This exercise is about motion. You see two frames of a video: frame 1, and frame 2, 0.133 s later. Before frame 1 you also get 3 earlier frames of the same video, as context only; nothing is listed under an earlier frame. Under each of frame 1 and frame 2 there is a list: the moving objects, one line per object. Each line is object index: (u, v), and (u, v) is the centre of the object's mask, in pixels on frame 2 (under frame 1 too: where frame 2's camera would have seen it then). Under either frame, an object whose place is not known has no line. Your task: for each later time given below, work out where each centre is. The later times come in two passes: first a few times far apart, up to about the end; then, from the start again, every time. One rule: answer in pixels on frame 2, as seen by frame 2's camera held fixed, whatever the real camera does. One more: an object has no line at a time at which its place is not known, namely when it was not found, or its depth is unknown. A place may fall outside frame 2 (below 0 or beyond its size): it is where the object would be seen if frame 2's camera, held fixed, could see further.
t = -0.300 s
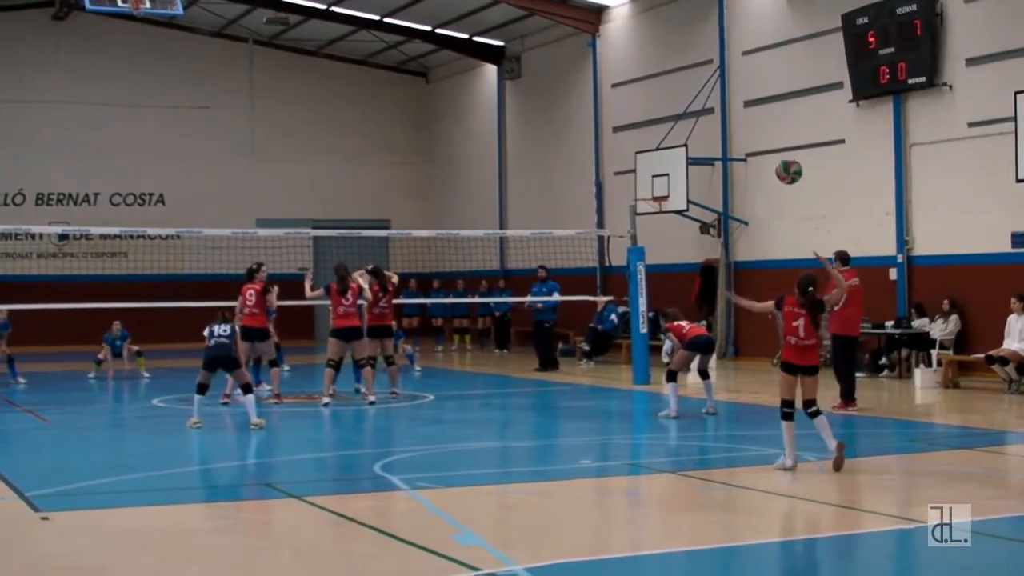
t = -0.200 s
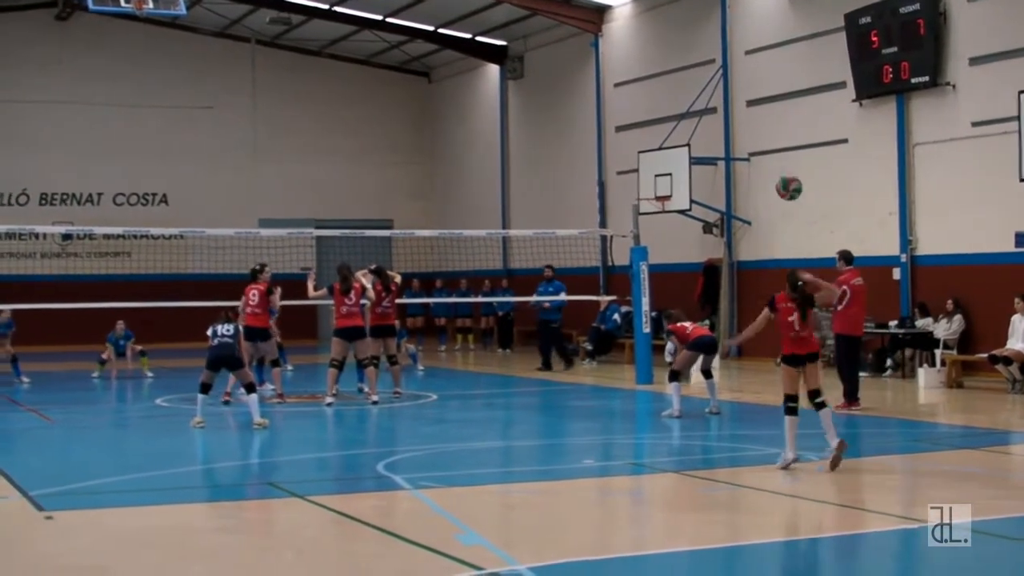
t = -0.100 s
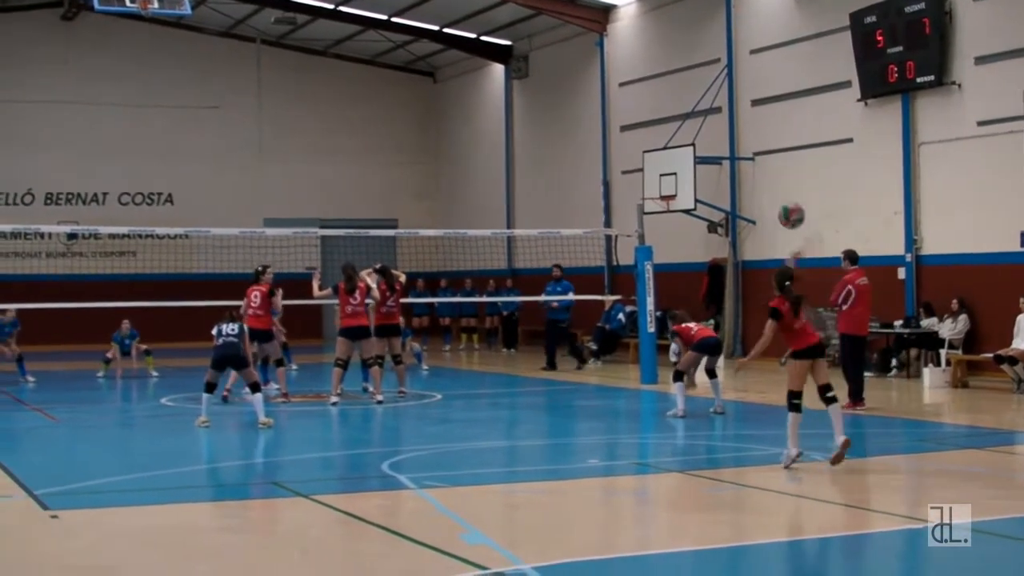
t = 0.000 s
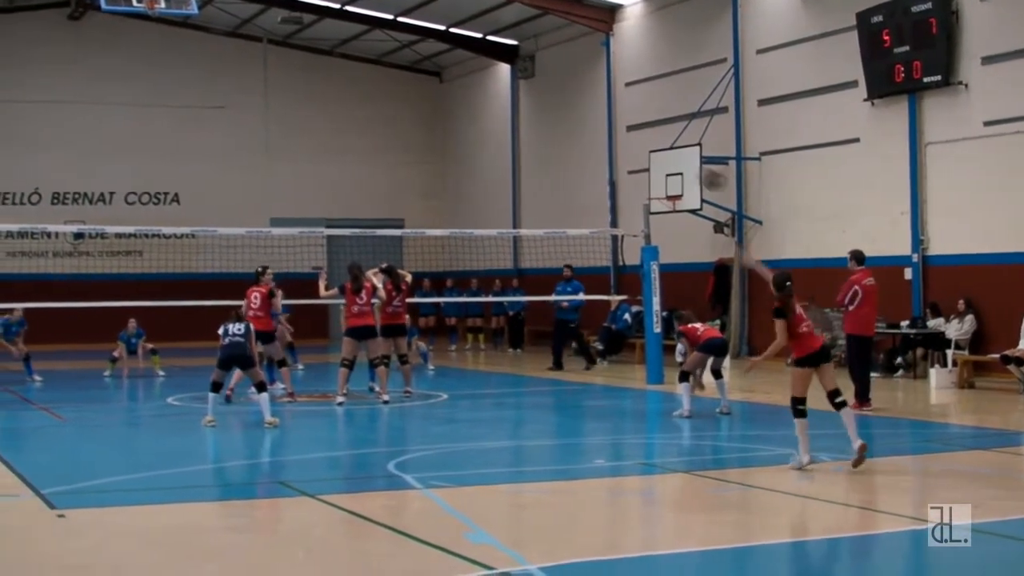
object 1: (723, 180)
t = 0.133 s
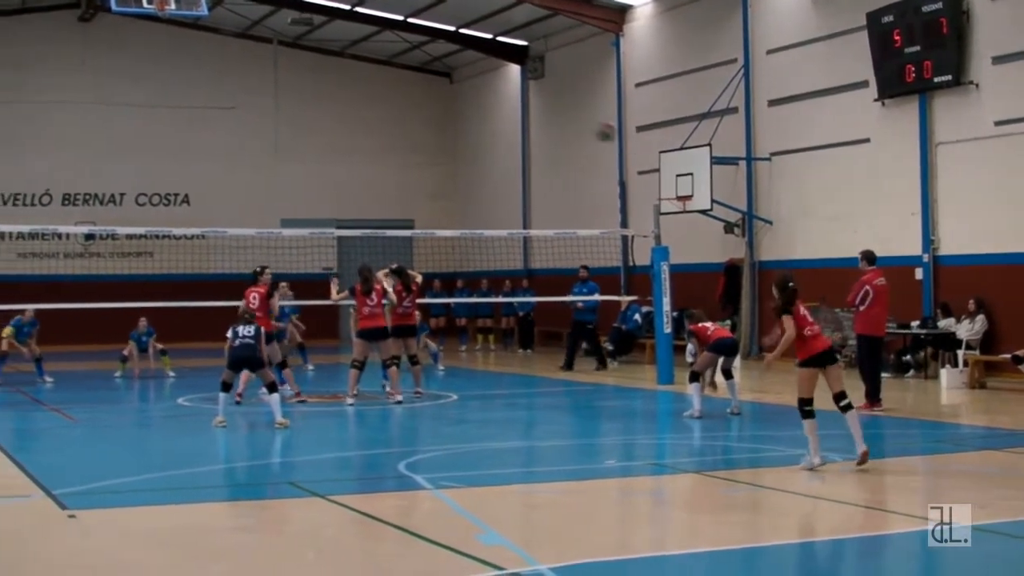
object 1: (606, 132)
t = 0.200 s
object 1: (558, 119)
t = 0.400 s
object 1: (430, 110)
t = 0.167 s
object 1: (581, 125)
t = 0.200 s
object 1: (558, 119)
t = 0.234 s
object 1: (533, 114)
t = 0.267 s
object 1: (510, 113)
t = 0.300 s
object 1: (488, 112)
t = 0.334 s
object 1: (468, 110)
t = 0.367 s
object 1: (448, 110)
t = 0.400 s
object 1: (430, 110)
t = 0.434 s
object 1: (413, 112)
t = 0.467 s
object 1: (397, 115)
